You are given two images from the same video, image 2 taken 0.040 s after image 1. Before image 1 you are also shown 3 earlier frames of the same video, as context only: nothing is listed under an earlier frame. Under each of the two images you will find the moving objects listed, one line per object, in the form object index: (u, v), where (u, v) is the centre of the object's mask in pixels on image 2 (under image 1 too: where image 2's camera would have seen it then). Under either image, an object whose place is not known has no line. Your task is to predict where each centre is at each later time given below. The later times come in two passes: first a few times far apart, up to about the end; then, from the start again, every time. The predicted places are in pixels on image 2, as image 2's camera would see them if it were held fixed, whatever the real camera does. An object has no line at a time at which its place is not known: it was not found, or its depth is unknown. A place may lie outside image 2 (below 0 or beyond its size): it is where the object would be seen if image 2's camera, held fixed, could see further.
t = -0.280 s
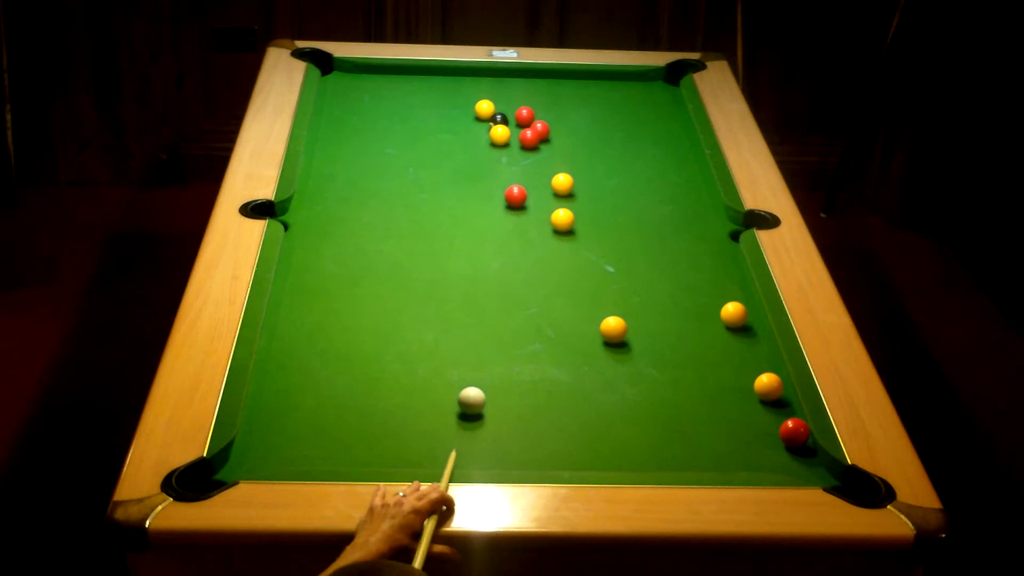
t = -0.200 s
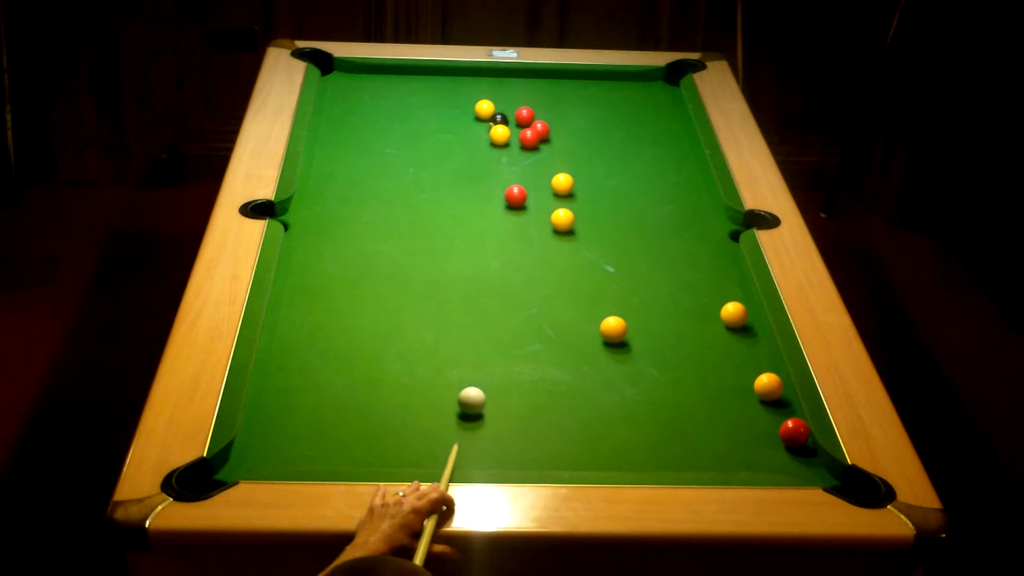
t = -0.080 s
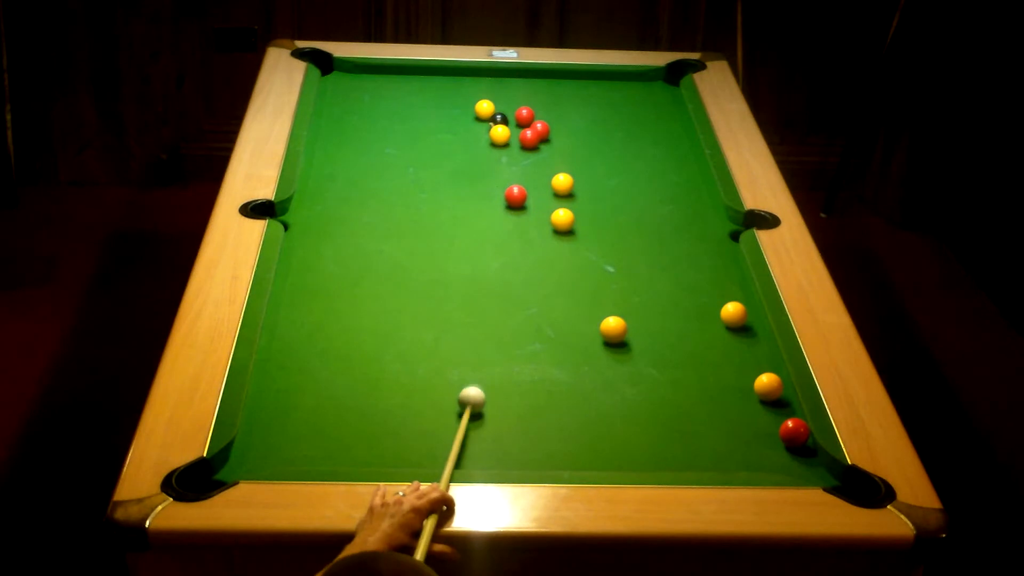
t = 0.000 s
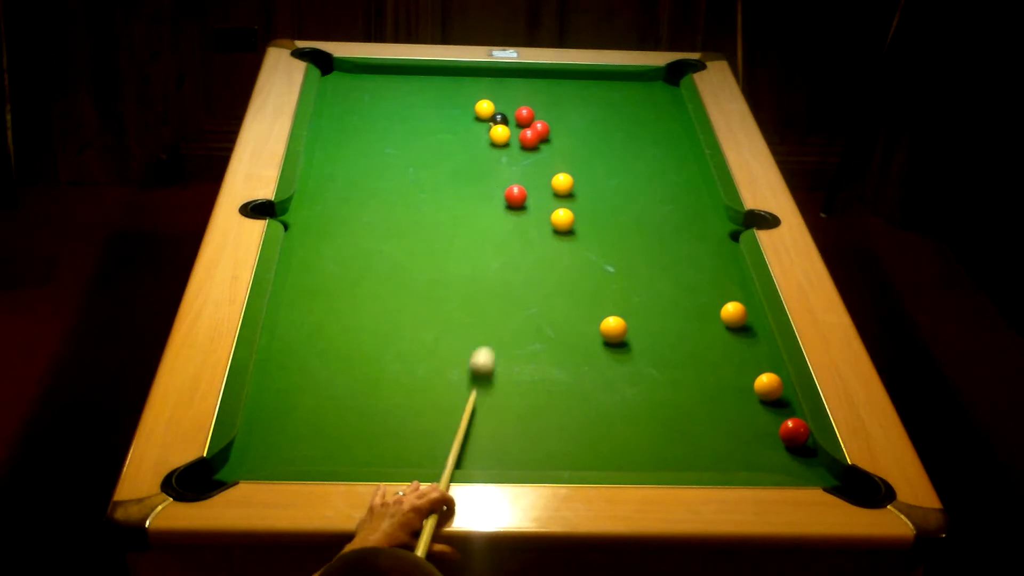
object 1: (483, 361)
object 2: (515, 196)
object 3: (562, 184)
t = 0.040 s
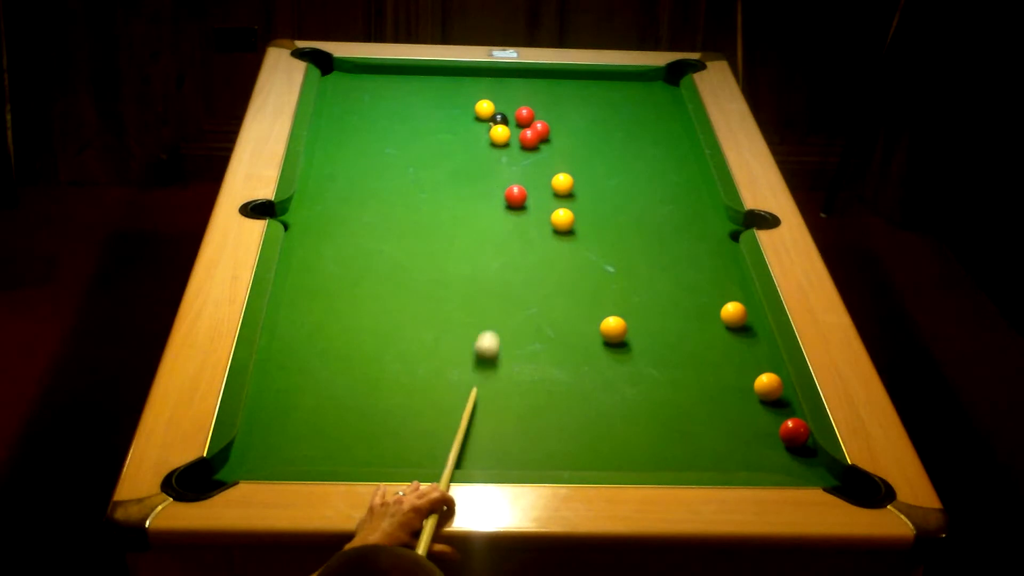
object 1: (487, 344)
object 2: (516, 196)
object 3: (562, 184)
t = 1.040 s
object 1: (644, 190)
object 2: (452, 144)
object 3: (563, 163)
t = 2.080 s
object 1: (625, 182)
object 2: (365, 74)
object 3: (563, 123)
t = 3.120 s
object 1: (546, 178)
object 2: (353, 90)
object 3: (561, 104)
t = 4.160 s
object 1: (514, 177)
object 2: (375, 102)
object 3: (559, 100)
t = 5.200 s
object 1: (514, 177)
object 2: (376, 103)
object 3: (559, 100)
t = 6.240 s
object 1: (514, 176)
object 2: (376, 103)
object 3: (559, 100)
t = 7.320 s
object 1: (514, 176)
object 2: (376, 103)
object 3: (559, 100)
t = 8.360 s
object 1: (514, 176)
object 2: (376, 103)
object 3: (559, 100)
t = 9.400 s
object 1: (514, 176)
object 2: (376, 103)
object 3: (559, 100)
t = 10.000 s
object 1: (514, 176)
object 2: (376, 103)
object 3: (559, 100)
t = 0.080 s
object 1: (491, 330)
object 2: (516, 196)
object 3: (562, 184)
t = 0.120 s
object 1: (495, 316)
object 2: (516, 196)
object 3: (562, 184)
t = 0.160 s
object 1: (499, 303)
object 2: (516, 196)
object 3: (562, 184)
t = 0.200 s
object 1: (503, 291)
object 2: (516, 196)
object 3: (562, 184)
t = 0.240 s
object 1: (506, 279)
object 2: (516, 196)
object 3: (562, 184)
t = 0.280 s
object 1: (510, 267)
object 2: (516, 196)
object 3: (562, 184)
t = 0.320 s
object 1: (513, 255)
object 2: (516, 196)
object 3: (562, 184)
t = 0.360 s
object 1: (516, 245)
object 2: (515, 196)
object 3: (562, 184)
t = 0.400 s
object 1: (519, 234)
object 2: (516, 196)
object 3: (562, 184)
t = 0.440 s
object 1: (522, 224)
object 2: (516, 196)
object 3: (562, 184)
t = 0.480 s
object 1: (524, 214)
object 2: (515, 195)
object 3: (562, 184)
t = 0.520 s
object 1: (528, 205)
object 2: (513, 194)
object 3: (562, 184)
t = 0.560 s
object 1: (538, 202)
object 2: (509, 190)
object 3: (562, 184)
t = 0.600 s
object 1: (548, 198)
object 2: (502, 185)
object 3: (563, 183)
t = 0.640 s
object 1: (558, 196)
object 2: (497, 181)
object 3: (563, 180)
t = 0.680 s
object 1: (567, 194)
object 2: (493, 177)
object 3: (562, 179)
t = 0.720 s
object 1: (576, 193)
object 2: (488, 173)
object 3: (562, 179)
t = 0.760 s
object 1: (585, 193)
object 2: (483, 169)
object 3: (563, 177)
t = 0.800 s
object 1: (594, 193)
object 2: (478, 166)
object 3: (563, 175)
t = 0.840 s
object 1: (602, 192)
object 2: (474, 162)
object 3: (563, 173)
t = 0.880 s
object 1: (611, 192)
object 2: (469, 158)
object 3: (563, 171)
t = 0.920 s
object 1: (619, 191)
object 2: (465, 155)
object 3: (563, 169)
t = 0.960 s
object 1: (627, 191)
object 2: (461, 151)
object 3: (563, 167)
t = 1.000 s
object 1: (636, 190)
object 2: (456, 148)
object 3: (563, 165)
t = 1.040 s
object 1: (644, 190)
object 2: (452, 144)
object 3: (563, 163)
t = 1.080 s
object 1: (652, 190)
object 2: (447, 141)
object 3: (563, 161)
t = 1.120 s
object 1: (660, 190)
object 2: (444, 138)
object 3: (563, 159)
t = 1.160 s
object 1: (668, 189)
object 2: (439, 134)
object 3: (563, 157)
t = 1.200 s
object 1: (676, 189)
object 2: (436, 131)
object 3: (563, 155)
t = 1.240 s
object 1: (683, 189)
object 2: (432, 128)
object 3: (563, 153)
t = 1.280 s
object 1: (691, 188)
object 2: (428, 125)
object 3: (563, 152)
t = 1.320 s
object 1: (698, 188)
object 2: (424, 122)
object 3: (563, 150)
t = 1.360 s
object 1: (705, 187)
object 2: (420, 119)
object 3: (563, 148)
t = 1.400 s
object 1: (702, 187)
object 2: (417, 116)
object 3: (563, 146)
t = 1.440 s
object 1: (697, 187)
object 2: (413, 113)
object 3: (564, 145)
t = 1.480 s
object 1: (692, 186)
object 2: (410, 111)
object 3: (563, 143)
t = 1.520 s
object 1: (687, 186)
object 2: (406, 108)
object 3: (563, 142)
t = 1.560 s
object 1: (682, 185)
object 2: (403, 105)
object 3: (563, 140)
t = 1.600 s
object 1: (678, 185)
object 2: (400, 102)
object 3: (563, 139)
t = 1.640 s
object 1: (673, 185)
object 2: (396, 100)
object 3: (563, 137)
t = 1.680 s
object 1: (669, 185)
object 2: (393, 98)
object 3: (563, 136)
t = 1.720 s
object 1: (664, 184)
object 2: (390, 95)
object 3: (563, 134)
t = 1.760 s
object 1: (659, 184)
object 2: (387, 92)
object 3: (563, 133)
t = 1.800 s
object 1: (654, 183)
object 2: (384, 90)
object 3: (563, 132)
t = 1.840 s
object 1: (650, 183)
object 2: (381, 87)
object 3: (563, 130)
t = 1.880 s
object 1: (646, 183)
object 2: (378, 85)
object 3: (563, 129)
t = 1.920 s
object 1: (642, 183)
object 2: (375, 83)
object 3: (563, 128)
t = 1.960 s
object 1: (638, 183)
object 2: (373, 80)
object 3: (563, 127)
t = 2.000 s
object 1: (633, 182)
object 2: (370, 78)
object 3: (563, 126)
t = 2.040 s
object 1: (629, 182)
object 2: (367, 76)
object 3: (563, 125)
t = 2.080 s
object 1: (625, 182)
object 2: (365, 74)
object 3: (563, 123)
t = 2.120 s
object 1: (621, 182)
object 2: (362, 72)
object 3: (563, 122)
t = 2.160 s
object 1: (618, 182)
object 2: (360, 70)
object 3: (563, 121)
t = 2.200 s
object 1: (614, 182)
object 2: (357, 69)
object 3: (563, 120)
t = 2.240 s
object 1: (610, 181)
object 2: (354, 70)
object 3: (563, 119)
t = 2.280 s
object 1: (607, 182)
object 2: (351, 71)
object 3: (563, 118)
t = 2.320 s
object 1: (603, 181)
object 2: (347, 72)
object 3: (562, 117)
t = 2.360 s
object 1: (600, 181)
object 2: (345, 73)
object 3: (562, 117)
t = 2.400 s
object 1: (596, 181)
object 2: (342, 74)
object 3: (562, 116)
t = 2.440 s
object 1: (593, 181)
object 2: (339, 75)
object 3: (562, 115)
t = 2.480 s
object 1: (589, 180)
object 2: (336, 76)
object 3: (562, 114)
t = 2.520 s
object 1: (586, 180)
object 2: (333, 77)
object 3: (562, 113)
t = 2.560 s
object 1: (583, 180)
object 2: (331, 78)
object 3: (562, 113)
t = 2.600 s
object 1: (580, 180)
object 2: (332, 79)
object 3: (562, 112)
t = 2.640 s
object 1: (577, 180)
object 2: (334, 80)
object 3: (562, 111)
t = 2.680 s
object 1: (574, 179)
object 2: (336, 81)
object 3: (562, 110)
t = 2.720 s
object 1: (571, 179)
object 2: (338, 82)
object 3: (562, 109)
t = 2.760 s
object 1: (569, 180)
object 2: (339, 83)
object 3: (561, 109)
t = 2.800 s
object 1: (566, 179)
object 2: (341, 84)
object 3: (561, 108)
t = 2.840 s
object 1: (563, 179)
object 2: (343, 84)
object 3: (561, 108)
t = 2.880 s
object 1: (560, 179)
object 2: (344, 85)
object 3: (561, 107)
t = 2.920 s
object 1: (558, 179)
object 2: (346, 86)
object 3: (561, 106)
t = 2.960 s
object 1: (555, 179)
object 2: (347, 87)
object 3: (561, 106)
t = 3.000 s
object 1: (553, 179)
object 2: (349, 88)
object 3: (561, 105)
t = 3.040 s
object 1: (551, 179)
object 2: (350, 88)
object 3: (561, 105)
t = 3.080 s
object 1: (548, 178)
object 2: (352, 89)
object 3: (561, 104)
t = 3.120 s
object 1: (546, 178)
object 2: (353, 90)
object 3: (561, 104)
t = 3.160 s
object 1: (544, 178)
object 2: (355, 90)
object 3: (561, 104)
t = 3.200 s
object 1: (542, 178)
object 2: (356, 91)
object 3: (561, 103)
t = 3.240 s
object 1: (540, 178)
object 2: (357, 91)
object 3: (561, 103)
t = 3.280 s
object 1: (538, 178)
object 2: (359, 92)
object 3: (561, 103)
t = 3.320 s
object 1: (536, 178)
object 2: (360, 92)
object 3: (561, 102)
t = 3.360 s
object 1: (535, 178)
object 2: (361, 93)
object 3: (561, 102)
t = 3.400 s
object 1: (533, 178)
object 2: (362, 94)
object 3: (561, 102)
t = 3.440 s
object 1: (532, 178)
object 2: (363, 94)
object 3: (561, 101)
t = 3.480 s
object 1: (530, 178)
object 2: (364, 95)
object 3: (561, 101)
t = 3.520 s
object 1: (529, 178)
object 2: (365, 95)
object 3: (560, 101)
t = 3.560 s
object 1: (527, 178)
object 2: (366, 96)
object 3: (560, 101)
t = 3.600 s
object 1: (526, 178)
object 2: (367, 96)
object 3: (560, 101)
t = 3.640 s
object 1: (525, 178)
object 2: (368, 97)
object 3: (560, 101)
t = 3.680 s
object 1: (523, 177)
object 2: (369, 97)
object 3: (560, 100)
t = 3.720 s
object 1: (522, 177)
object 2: (370, 98)
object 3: (560, 100)
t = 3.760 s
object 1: (521, 177)
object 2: (370, 98)
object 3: (560, 100)
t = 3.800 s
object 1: (520, 177)
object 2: (371, 99)
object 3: (560, 100)
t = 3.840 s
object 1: (519, 177)
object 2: (372, 99)
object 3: (560, 100)
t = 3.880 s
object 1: (519, 177)
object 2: (372, 99)
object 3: (559, 100)
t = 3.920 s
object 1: (518, 177)
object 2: (372, 100)
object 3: (559, 100)
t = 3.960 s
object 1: (517, 177)
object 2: (373, 100)
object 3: (559, 100)
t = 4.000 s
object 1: (516, 177)
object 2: (373, 100)
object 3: (559, 100)
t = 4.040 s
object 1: (516, 177)
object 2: (374, 101)
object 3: (559, 100)
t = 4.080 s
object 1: (515, 177)
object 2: (374, 101)
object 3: (559, 100)
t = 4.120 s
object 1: (515, 177)
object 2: (374, 101)
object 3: (559, 100)
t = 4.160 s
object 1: (514, 177)
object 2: (375, 102)
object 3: (559, 100)
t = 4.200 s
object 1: (514, 177)
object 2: (375, 102)
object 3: (559, 100)
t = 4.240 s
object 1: (514, 177)
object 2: (375, 102)
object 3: (559, 100)
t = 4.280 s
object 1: (513, 177)
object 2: (375, 102)
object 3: (559, 100)
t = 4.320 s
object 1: (513, 177)
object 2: (376, 102)
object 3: (559, 100)
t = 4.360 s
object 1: (513, 177)
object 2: (376, 102)
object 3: (559, 100)
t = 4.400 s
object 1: (513, 177)
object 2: (376, 103)
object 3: (559, 100)
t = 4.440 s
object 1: (513, 177)
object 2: (376, 103)
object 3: (559, 100)
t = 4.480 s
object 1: (513, 177)
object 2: (376, 103)
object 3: (559, 100)
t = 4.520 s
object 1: (513, 177)
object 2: (376, 103)
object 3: (559, 100)
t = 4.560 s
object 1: (513, 177)
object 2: (376, 103)
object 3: (559, 100)
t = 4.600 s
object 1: (513, 177)
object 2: (376, 103)
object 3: (559, 100)
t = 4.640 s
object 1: (514, 177)
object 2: (376, 103)
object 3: (559, 100)
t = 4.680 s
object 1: (514, 177)
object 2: (376, 103)
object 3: (559, 100)
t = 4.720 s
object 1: (514, 177)
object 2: (376, 103)
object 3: (559, 100)
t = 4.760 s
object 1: (514, 177)
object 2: (376, 103)
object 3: (559, 100)
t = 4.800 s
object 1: (514, 177)
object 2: (376, 103)
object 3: (559, 100)
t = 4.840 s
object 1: (514, 177)
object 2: (376, 103)
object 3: (559, 100)
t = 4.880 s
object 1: (514, 177)
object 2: (376, 103)
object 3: (559, 100)
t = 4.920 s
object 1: (514, 177)
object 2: (376, 103)
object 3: (559, 100)
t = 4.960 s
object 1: (514, 177)
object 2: (376, 103)
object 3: (559, 100)
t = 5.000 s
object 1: (514, 177)
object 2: (376, 103)
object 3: (559, 100)
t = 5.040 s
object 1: (514, 177)
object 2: (376, 103)
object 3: (559, 100)
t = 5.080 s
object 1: (514, 177)
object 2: (376, 103)
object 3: (559, 100)
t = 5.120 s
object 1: (514, 177)
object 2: (376, 103)
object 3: (559, 100)
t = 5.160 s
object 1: (514, 177)
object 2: (376, 103)
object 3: (559, 100)
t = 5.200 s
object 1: (514, 177)
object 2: (376, 103)
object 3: (559, 100)
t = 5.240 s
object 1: (514, 176)
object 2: (376, 103)
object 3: (559, 100)
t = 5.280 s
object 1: (514, 176)
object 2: (376, 103)
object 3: (559, 100)
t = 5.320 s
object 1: (514, 176)
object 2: (376, 103)
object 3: (559, 100)
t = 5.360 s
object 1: (514, 176)
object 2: (376, 103)
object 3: (559, 100)
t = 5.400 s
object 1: (514, 176)
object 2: (376, 103)
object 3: (559, 100)
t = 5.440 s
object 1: (514, 176)
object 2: (376, 103)
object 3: (559, 100)
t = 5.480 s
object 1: (514, 176)
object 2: (376, 103)
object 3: (559, 100)
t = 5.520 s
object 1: (514, 176)
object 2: (376, 103)
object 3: (559, 100)
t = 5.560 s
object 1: (514, 176)
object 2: (376, 103)
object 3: (559, 100)
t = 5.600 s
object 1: (514, 176)
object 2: (376, 103)
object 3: (559, 100)
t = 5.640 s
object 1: (514, 176)
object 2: (376, 103)
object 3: (559, 100)
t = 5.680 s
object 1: (514, 176)
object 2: (376, 103)
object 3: (559, 100)
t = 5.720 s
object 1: (514, 176)
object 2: (376, 103)
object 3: (559, 100)
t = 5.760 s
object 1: (514, 176)
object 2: (376, 103)
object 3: (559, 100)
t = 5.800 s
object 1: (514, 176)
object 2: (376, 103)
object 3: (559, 100)
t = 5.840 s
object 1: (514, 176)
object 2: (376, 103)
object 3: (559, 100)
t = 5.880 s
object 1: (514, 176)
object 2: (376, 103)
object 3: (559, 100)
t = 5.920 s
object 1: (514, 176)
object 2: (376, 103)
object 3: (559, 100)
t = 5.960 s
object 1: (514, 176)
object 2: (376, 103)
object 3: (559, 100)
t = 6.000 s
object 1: (514, 176)
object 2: (376, 103)
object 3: (559, 100)
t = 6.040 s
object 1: (514, 176)
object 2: (376, 103)
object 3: (559, 100)
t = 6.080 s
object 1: (514, 176)
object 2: (376, 103)
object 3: (559, 100)
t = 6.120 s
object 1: (514, 176)
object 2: (376, 103)
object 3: (559, 100)
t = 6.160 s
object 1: (514, 176)
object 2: (376, 103)
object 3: (559, 100)
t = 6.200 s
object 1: (514, 176)
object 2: (376, 103)
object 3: (559, 100)
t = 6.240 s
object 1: (514, 176)
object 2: (376, 103)
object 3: (559, 100)
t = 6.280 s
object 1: (514, 176)
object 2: (376, 103)
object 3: (559, 100)
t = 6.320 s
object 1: (514, 176)
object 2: (376, 103)
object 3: (559, 100)
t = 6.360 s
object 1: (514, 176)
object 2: (376, 103)
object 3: (559, 100)
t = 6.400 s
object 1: (514, 176)
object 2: (377, 103)
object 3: (559, 100)
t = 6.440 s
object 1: (514, 176)
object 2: (377, 103)
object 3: (559, 100)
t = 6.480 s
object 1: (514, 176)
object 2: (377, 103)
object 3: (559, 100)
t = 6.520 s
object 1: (514, 176)
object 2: (377, 103)
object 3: (559, 100)
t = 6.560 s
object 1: (514, 176)
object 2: (377, 103)
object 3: (559, 100)
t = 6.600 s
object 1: (514, 176)
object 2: (377, 103)
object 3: (559, 100)
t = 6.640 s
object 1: (514, 176)
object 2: (376, 103)
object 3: (559, 100)
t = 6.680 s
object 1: (514, 176)
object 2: (376, 103)
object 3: (559, 100)
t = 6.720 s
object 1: (514, 176)
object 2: (376, 103)
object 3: (559, 100)
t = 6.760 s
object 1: (514, 176)
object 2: (377, 103)
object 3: (559, 100)
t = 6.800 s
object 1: (514, 176)
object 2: (376, 103)
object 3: (559, 100)
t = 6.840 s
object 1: (514, 176)
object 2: (376, 103)
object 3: (559, 100)
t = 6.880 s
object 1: (514, 176)
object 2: (376, 103)
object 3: (559, 100)
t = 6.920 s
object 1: (514, 176)
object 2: (376, 103)
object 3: (559, 100)
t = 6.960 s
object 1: (514, 176)
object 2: (376, 103)
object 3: (559, 100)
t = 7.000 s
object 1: (514, 176)
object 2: (376, 103)
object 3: (559, 100)
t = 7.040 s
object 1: (514, 176)
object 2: (376, 103)
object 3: (559, 100)
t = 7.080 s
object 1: (514, 176)
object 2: (376, 103)
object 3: (559, 100)
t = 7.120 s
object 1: (514, 177)
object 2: (376, 103)
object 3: (559, 100)
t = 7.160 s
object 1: (514, 176)
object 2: (376, 103)
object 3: (559, 100)
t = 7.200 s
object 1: (514, 177)
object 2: (376, 103)
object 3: (559, 100)
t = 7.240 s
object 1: (514, 177)
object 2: (376, 103)
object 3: (559, 100)
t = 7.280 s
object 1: (514, 176)
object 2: (376, 103)
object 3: (559, 100)
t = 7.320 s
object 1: (514, 176)
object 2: (376, 103)
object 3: (559, 100)
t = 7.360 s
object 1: (514, 176)
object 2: (376, 103)
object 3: (559, 100)
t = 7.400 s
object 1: (514, 176)
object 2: (376, 103)
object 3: (559, 100)
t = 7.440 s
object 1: (514, 176)
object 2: (376, 103)
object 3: (559, 100)
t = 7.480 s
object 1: (514, 176)
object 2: (376, 103)
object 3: (559, 100)
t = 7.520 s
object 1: (514, 176)
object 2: (376, 103)
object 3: (559, 100)
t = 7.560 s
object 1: (514, 176)
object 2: (376, 103)
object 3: (559, 100)
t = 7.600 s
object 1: (514, 176)
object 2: (376, 103)
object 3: (559, 100)
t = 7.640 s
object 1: (514, 176)
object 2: (376, 103)
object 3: (559, 100)
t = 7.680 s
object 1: (514, 176)
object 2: (376, 103)
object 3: (559, 100)
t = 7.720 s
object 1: (514, 176)
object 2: (376, 103)
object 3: (559, 100)
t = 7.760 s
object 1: (514, 176)
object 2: (376, 103)
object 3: (559, 100)
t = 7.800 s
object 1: (514, 176)
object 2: (376, 103)
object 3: (559, 100)
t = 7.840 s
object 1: (514, 176)
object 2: (376, 103)
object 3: (559, 100)
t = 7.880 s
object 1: (514, 176)
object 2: (376, 103)
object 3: (559, 100)
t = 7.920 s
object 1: (514, 176)
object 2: (376, 103)
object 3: (559, 100)
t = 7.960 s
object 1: (514, 176)
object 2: (376, 103)
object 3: (559, 100)
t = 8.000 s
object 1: (514, 176)
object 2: (376, 103)
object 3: (559, 100)
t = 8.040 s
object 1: (514, 176)
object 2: (376, 103)
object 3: (559, 100)
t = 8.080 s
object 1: (514, 176)
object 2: (376, 103)
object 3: (559, 100)
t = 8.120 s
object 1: (514, 176)
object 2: (376, 103)
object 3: (559, 100)
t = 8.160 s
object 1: (514, 176)
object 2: (376, 103)
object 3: (559, 100)
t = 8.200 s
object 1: (514, 176)
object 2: (376, 103)
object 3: (559, 100)
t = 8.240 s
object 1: (514, 176)
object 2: (376, 103)
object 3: (559, 100)
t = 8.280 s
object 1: (514, 176)
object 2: (376, 103)
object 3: (559, 100)
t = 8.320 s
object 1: (514, 176)
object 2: (376, 103)
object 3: (559, 100)
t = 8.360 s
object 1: (514, 176)
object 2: (376, 103)
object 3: (559, 100)
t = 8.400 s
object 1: (514, 176)
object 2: (376, 103)
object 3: (559, 100)
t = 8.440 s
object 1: (514, 176)
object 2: (376, 103)
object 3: (559, 100)
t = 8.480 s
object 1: (514, 176)
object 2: (376, 103)
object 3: (559, 100)
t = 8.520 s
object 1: (514, 176)
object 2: (376, 103)
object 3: (559, 100)
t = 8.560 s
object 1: (514, 176)
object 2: (376, 103)
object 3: (559, 100)
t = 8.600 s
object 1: (514, 176)
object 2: (376, 103)
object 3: (559, 100)
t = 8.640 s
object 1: (514, 176)
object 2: (376, 103)
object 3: (559, 100)
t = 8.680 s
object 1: (514, 176)
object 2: (376, 103)
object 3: (559, 100)
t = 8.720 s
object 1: (514, 176)
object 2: (376, 103)
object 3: (559, 100)
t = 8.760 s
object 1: (514, 176)
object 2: (376, 103)
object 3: (559, 100)
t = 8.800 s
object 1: (514, 176)
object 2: (376, 103)
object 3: (559, 100)
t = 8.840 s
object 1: (514, 176)
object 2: (376, 103)
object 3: (559, 100)
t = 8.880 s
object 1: (514, 176)
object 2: (376, 103)
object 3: (559, 100)
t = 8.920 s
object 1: (514, 176)
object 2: (376, 103)
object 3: (559, 100)
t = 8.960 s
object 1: (514, 176)
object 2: (376, 103)
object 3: (559, 100)
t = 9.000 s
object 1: (514, 176)
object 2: (376, 103)
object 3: (559, 100)
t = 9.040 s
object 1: (514, 176)
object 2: (376, 103)
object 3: (559, 100)
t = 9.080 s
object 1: (514, 176)
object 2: (376, 103)
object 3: (559, 100)
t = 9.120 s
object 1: (514, 176)
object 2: (376, 103)
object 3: (559, 100)
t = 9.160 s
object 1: (514, 176)
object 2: (376, 103)
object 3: (559, 100)
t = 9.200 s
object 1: (514, 176)
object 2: (376, 103)
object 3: (559, 100)
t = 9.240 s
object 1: (514, 176)
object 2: (376, 103)
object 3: (559, 100)
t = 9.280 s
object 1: (514, 176)
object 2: (376, 103)
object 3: (559, 100)
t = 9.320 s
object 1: (514, 176)
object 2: (376, 103)
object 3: (559, 100)
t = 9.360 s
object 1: (514, 176)
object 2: (376, 103)
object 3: (559, 100)
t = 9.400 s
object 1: (514, 176)
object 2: (376, 103)
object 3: (559, 100)
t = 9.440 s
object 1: (514, 176)
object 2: (376, 103)
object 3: (559, 100)
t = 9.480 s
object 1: (514, 176)
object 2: (376, 103)
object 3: (559, 100)
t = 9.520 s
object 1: (514, 176)
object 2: (376, 103)
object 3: (559, 100)
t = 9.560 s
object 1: (514, 176)
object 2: (376, 103)
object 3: (559, 100)
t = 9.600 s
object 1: (514, 176)
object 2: (376, 103)
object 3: (559, 100)
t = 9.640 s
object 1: (514, 176)
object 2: (376, 103)
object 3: (559, 100)
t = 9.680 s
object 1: (514, 176)
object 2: (376, 103)
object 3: (559, 100)
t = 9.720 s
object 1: (514, 176)
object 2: (376, 103)
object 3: (559, 100)
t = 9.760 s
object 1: (514, 176)
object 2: (376, 103)
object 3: (559, 100)
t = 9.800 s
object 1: (514, 176)
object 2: (376, 103)
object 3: (559, 100)
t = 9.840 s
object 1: (514, 176)
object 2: (376, 103)
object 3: (559, 100)
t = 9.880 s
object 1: (514, 176)
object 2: (376, 103)
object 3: (559, 100)
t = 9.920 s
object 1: (514, 176)
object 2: (376, 103)
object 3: (559, 100)
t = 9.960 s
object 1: (514, 176)
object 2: (376, 103)
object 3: (559, 100)
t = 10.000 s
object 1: (514, 176)
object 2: (376, 103)
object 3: (559, 100)
